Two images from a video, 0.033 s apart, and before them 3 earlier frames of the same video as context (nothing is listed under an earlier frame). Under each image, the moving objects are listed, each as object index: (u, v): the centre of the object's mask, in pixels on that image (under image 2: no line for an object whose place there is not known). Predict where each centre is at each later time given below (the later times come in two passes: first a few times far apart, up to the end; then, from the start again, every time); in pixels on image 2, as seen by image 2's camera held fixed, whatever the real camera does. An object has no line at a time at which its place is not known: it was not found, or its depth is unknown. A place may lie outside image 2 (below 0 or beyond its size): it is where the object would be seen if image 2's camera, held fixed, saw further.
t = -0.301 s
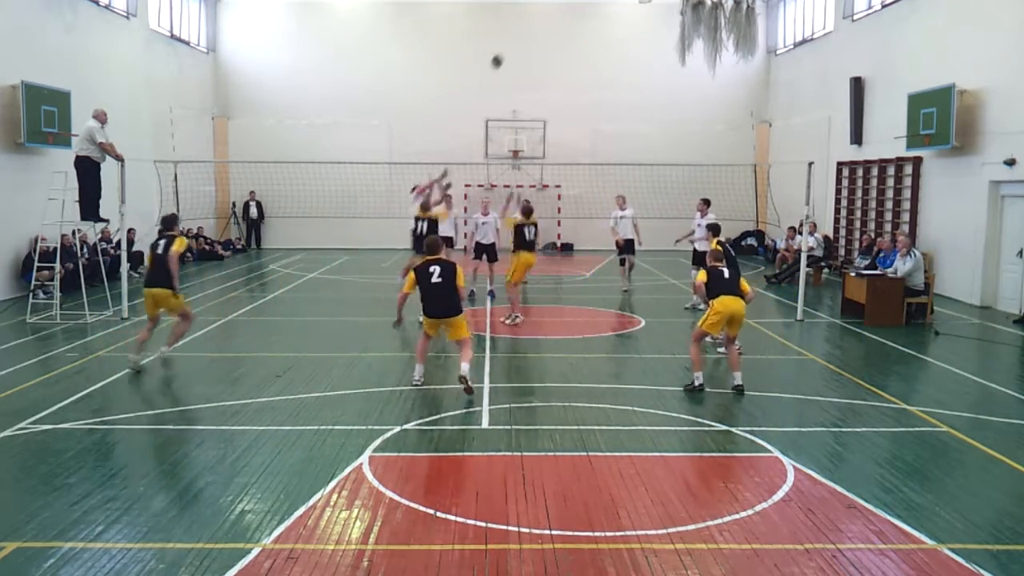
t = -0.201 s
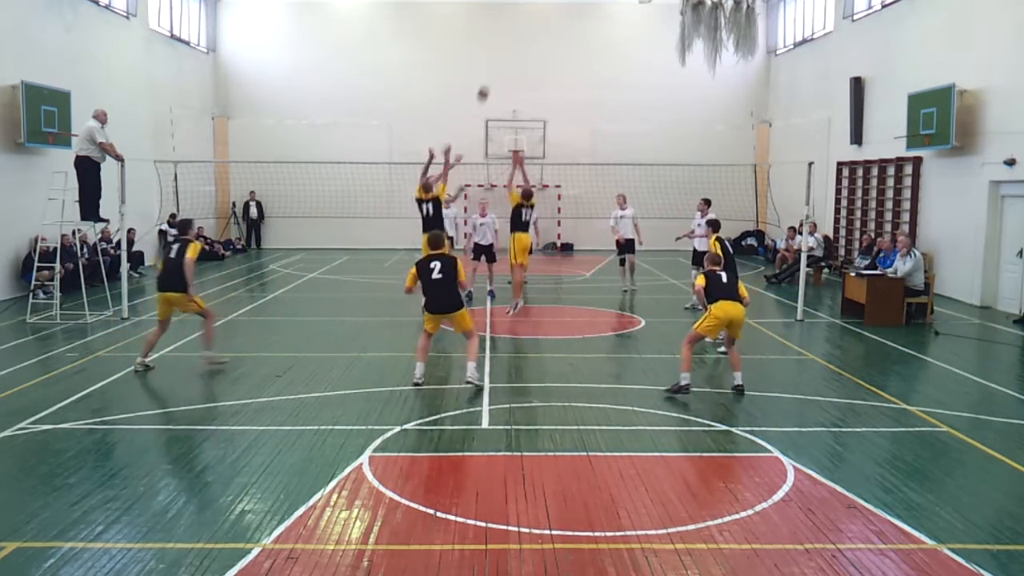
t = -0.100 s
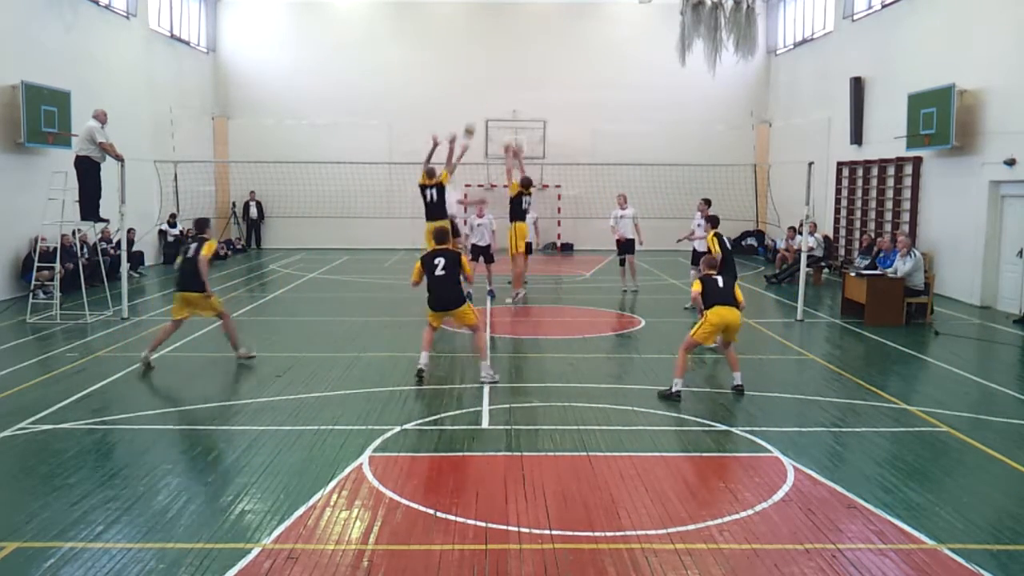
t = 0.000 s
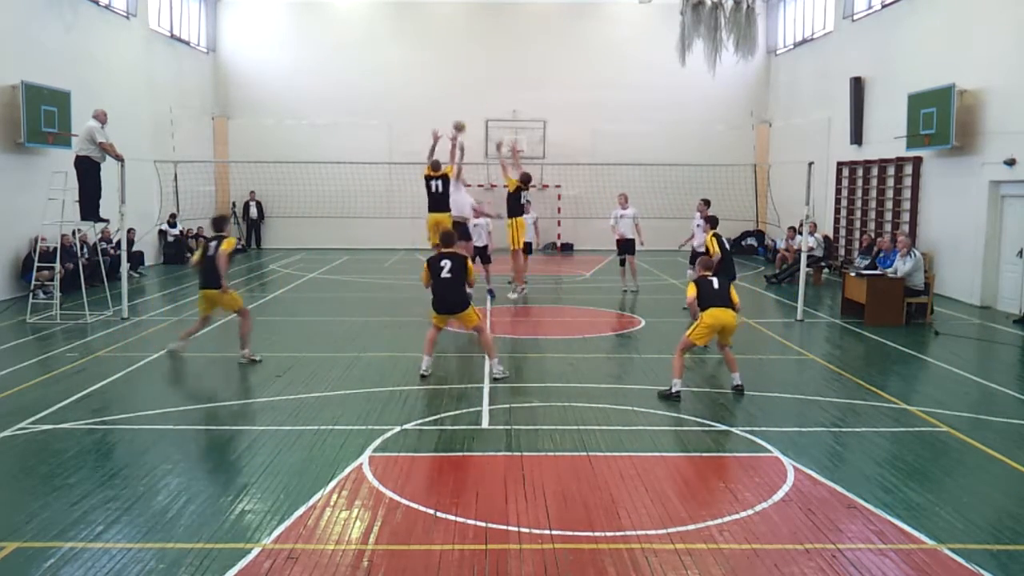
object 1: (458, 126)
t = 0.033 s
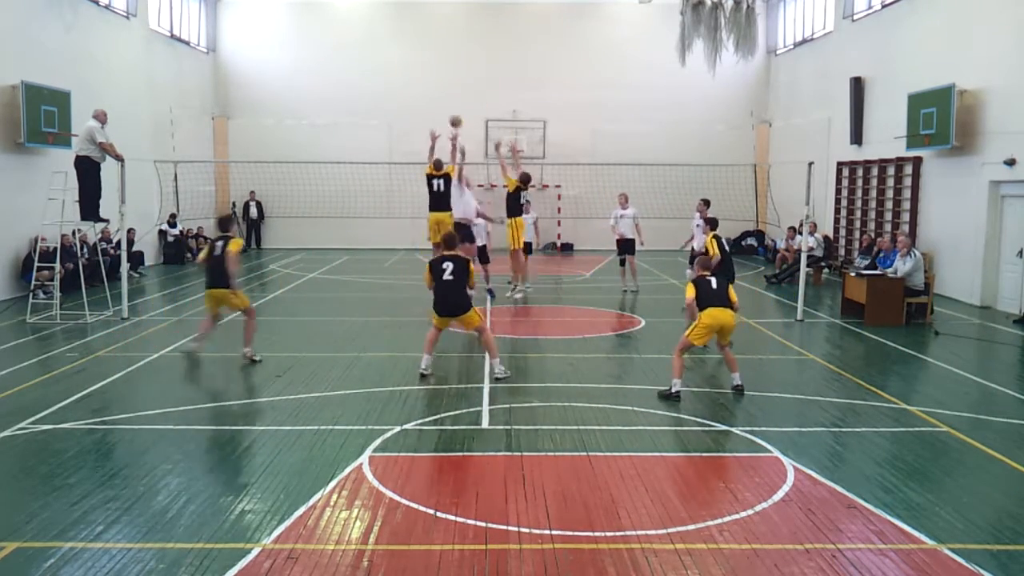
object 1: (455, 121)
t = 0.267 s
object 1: (429, 103)
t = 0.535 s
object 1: (396, 126)
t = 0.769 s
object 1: (365, 192)
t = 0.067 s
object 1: (451, 117)
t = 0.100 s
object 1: (448, 112)
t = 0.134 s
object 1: (444, 109)
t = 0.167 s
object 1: (440, 106)
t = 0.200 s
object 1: (437, 104)
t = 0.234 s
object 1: (433, 103)
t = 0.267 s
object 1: (429, 103)
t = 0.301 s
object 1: (425, 103)
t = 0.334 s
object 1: (421, 104)
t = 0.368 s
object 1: (417, 106)
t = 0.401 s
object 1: (413, 108)
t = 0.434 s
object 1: (408, 112)
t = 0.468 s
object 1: (404, 116)
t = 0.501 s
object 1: (400, 121)
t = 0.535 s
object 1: (396, 126)
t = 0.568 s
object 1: (391, 134)
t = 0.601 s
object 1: (388, 141)
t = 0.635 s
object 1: (383, 149)
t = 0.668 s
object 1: (378, 159)
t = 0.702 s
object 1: (374, 169)
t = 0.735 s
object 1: (370, 180)
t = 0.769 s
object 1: (365, 192)
